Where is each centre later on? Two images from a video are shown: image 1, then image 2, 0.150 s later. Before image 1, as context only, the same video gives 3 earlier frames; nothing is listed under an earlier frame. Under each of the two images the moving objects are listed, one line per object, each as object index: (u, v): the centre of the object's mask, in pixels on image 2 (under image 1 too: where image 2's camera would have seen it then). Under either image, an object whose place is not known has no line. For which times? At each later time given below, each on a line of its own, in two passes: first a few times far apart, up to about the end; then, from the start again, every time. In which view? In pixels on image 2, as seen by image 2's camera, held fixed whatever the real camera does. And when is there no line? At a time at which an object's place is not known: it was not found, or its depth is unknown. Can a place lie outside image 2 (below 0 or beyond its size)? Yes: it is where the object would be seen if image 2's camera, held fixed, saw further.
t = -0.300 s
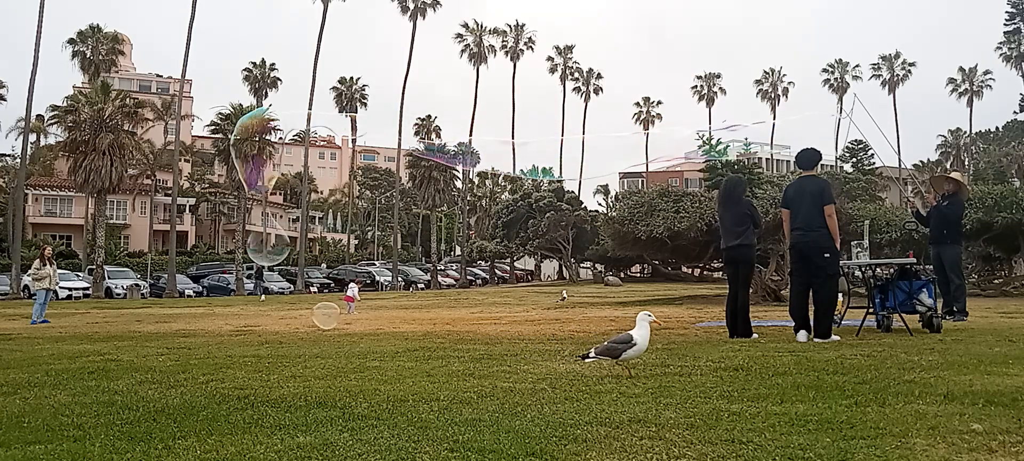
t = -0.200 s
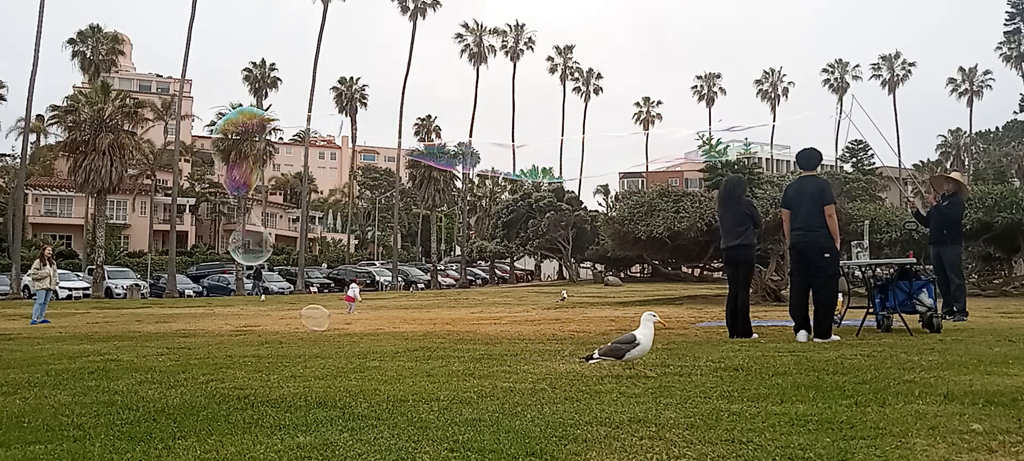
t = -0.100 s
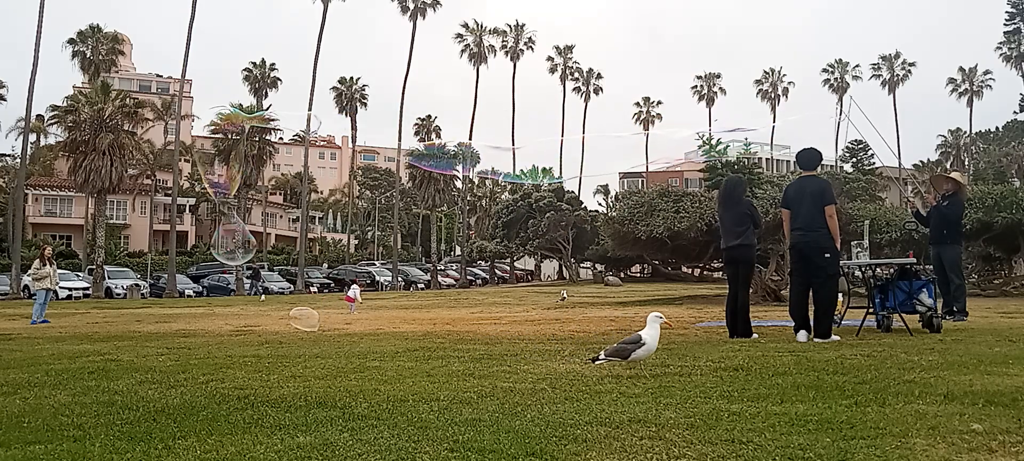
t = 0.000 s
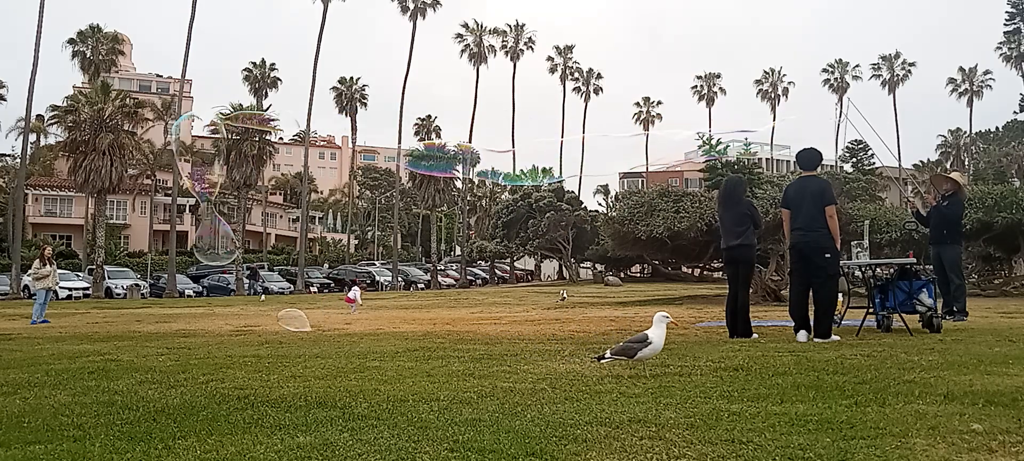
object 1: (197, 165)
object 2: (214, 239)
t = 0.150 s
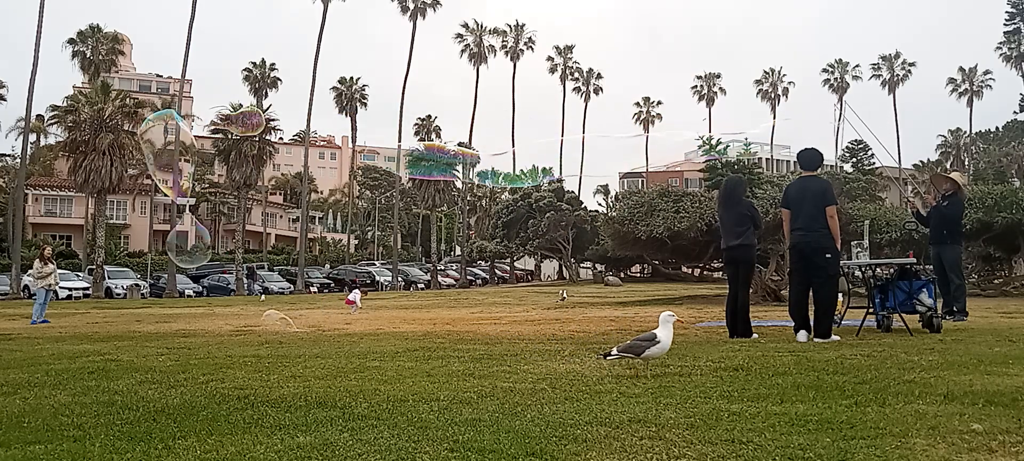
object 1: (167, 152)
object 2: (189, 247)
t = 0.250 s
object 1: (149, 154)
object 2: (172, 245)
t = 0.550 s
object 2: (123, 249)
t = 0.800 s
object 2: (79, 253)
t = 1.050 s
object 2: (30, 253)
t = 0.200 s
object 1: (160, 153)
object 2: (180, 247)
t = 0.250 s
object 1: (149, 154)
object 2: (172, 245)
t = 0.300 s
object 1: (140, 154)
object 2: (164, 247)
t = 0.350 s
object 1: (130, 155)
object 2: (155, 248)
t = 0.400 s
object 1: (121, 155)
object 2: (147, 249)
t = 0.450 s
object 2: (138, 249)
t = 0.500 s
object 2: (130, 250)
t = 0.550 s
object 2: (123, 249)
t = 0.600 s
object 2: (112, 251)
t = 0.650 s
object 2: (104, 253)
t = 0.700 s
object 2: (95, 252)
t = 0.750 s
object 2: (87, 253)
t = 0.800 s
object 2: (79, 253)
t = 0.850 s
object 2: (72, 252)
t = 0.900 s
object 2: (66, 251)
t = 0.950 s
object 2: (55, 251)
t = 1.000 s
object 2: (43, 251)
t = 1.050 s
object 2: (30, 253)
